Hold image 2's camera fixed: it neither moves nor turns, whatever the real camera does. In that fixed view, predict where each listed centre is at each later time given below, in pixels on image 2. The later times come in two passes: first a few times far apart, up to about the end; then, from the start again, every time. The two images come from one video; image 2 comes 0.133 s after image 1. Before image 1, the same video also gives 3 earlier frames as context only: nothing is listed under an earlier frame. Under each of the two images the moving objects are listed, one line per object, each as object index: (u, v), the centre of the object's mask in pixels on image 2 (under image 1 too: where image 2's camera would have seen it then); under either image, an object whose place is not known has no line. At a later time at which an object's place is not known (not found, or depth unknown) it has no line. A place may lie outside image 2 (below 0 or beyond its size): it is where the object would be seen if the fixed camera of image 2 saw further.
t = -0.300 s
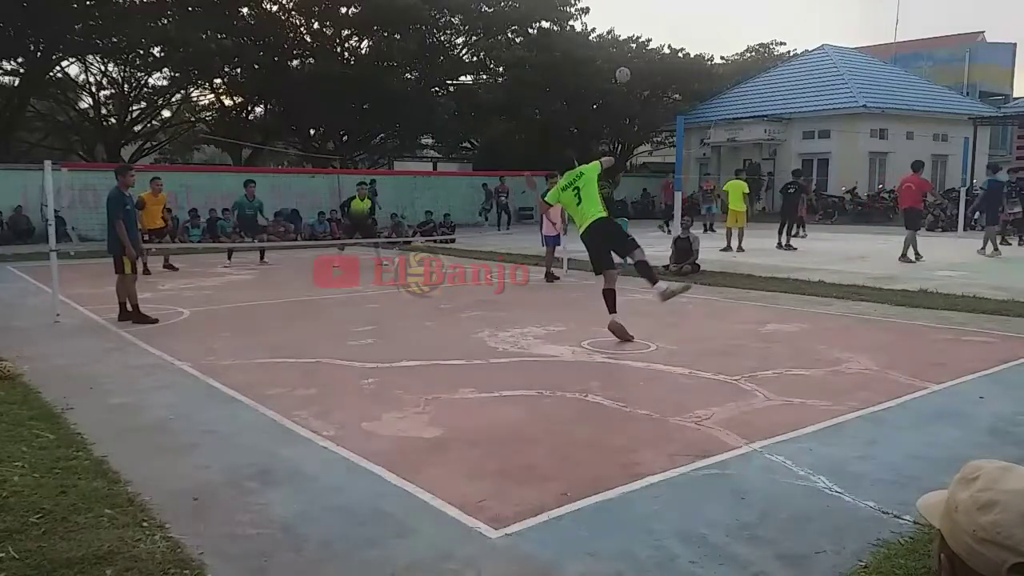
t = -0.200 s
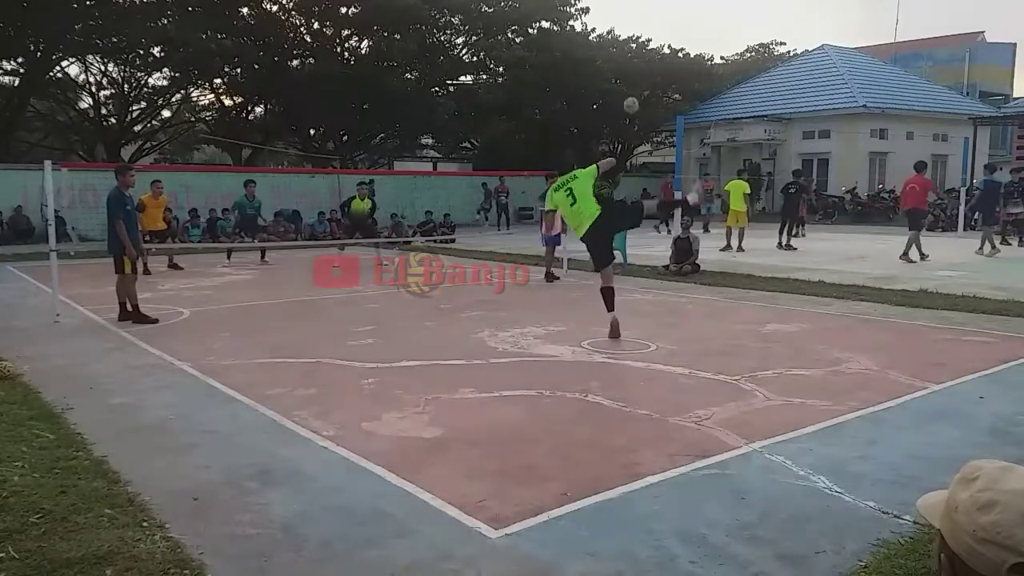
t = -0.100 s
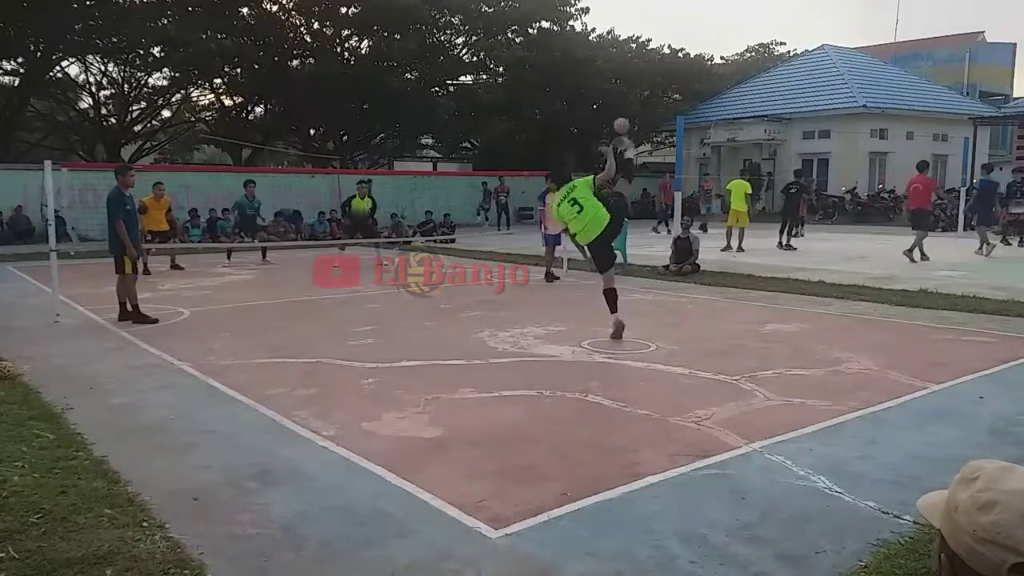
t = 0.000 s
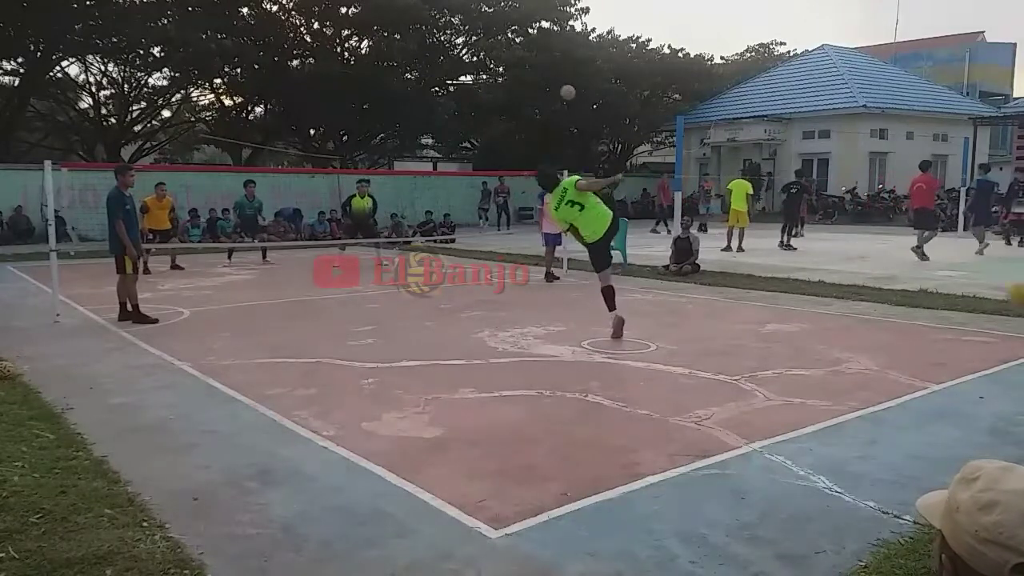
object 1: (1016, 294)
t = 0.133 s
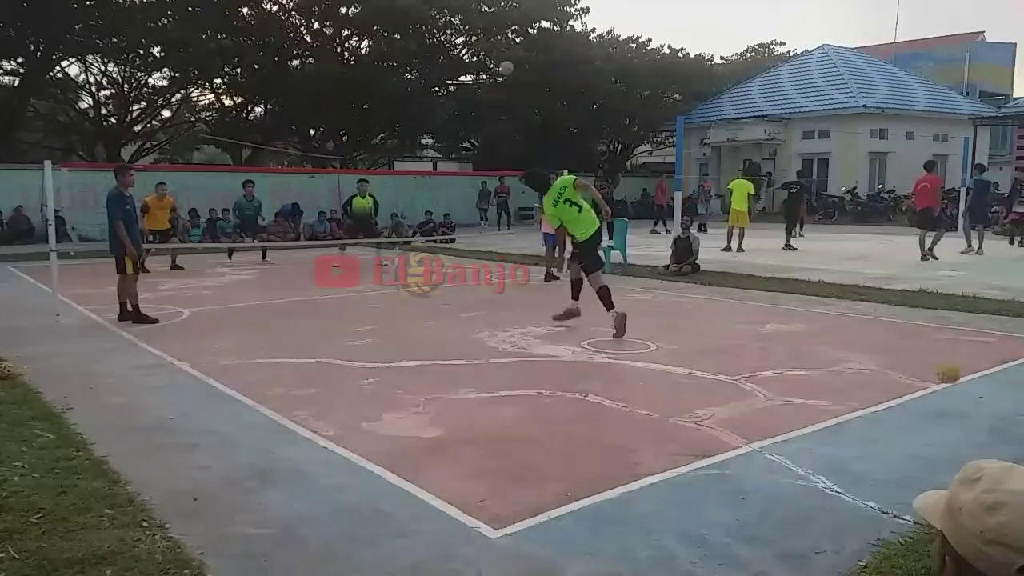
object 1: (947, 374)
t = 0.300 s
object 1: (901, 291)
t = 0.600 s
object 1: (796, 246)
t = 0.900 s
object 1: (677, 376)
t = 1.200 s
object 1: (560, 360)
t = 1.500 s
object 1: (433, 434)
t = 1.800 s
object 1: (303, 431)
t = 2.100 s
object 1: (154, 476)
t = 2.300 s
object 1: (61, 479)
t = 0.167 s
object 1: (939, 354)
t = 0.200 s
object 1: (930, 335)
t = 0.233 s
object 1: (920, 317)
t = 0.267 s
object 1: (909, 302)
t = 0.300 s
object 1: (901, 291)
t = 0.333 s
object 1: (889, 276)
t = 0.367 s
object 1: (878, 266)
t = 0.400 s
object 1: (868, 257)
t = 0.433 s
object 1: (857, 251)
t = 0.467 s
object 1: (845, 246)
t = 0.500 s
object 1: (833, 243)
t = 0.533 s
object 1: (821, 242)
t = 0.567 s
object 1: (809, 243)
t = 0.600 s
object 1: (796, 246)
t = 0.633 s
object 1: (784, 252)
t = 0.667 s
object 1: (771, 260)
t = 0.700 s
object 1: (757, 269)
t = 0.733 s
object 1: (744, 281)
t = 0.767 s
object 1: (731, 296)
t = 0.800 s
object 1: (718, 314)
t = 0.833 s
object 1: (704, 332)
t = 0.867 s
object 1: (690, 353)
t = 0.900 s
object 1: (677, 376)
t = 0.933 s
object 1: (663, 403)
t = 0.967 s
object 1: (649, 427)
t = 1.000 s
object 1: (637, 411)
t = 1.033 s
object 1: (625, 398)
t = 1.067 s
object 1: (612, 387)
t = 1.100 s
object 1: (599, 377)
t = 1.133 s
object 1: (587, 370)
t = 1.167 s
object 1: (573, 363)
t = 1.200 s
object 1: (560, 360)
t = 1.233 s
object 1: (547, 358)
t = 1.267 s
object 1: (534, 360)
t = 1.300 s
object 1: (519, 364)
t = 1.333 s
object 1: (505, 369)
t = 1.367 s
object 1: (491, 378)
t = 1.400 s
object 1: (476, 387)
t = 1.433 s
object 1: (462, 400)
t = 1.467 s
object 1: (447, 415)
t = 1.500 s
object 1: (433, 434)
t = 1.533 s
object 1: (418, 455)
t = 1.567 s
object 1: (405, 446)
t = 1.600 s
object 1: (391, 436)
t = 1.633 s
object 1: (376, 430)
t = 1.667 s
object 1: (362, 425)
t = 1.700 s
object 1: (348, 423)
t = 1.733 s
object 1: (333, 423)
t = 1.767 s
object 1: (317, 426)
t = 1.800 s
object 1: (303, 431)
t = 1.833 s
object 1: (287, 439)
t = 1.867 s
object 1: (273, 450)
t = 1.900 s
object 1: (256, 463)
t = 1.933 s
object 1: (240, 479)
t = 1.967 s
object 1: (224, 482)
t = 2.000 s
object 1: (207, 477)
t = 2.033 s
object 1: (189, 473)
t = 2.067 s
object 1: (172, 473)
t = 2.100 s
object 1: (154, 476)
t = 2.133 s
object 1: (138, 481)
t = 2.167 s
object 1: (120, 487)
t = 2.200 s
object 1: (101, 497)
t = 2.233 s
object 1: (89, 490)
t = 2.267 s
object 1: (74, 483)
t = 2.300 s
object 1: (61, 479)
